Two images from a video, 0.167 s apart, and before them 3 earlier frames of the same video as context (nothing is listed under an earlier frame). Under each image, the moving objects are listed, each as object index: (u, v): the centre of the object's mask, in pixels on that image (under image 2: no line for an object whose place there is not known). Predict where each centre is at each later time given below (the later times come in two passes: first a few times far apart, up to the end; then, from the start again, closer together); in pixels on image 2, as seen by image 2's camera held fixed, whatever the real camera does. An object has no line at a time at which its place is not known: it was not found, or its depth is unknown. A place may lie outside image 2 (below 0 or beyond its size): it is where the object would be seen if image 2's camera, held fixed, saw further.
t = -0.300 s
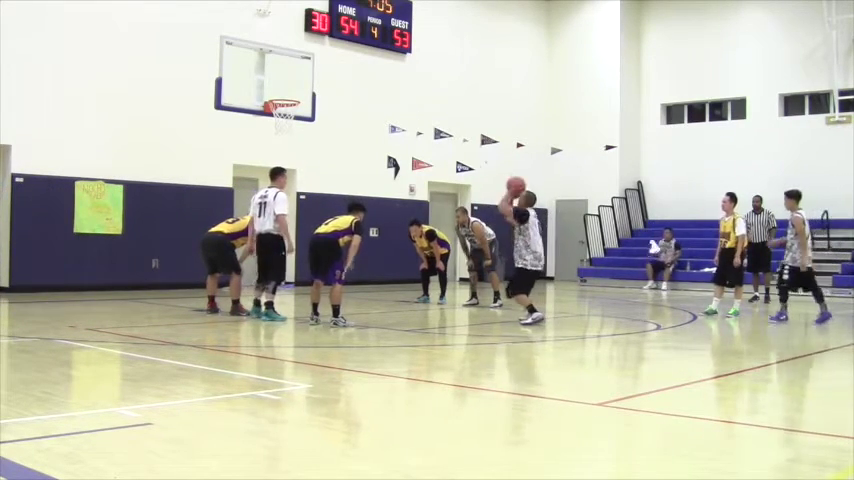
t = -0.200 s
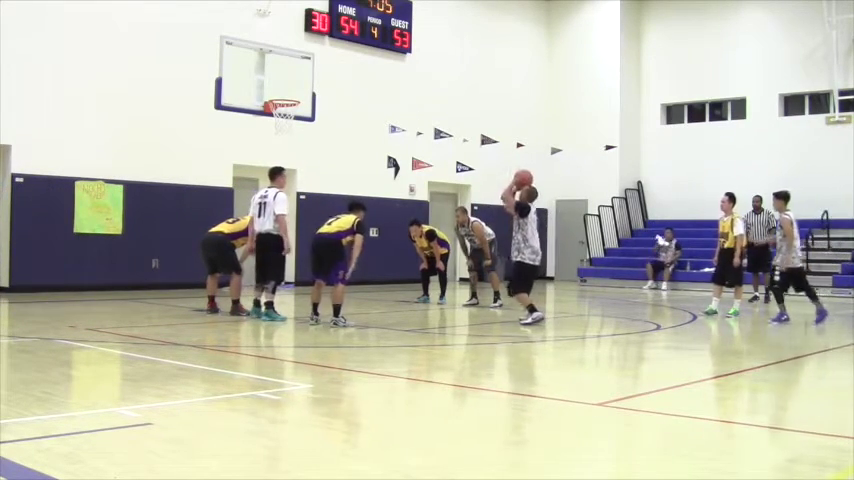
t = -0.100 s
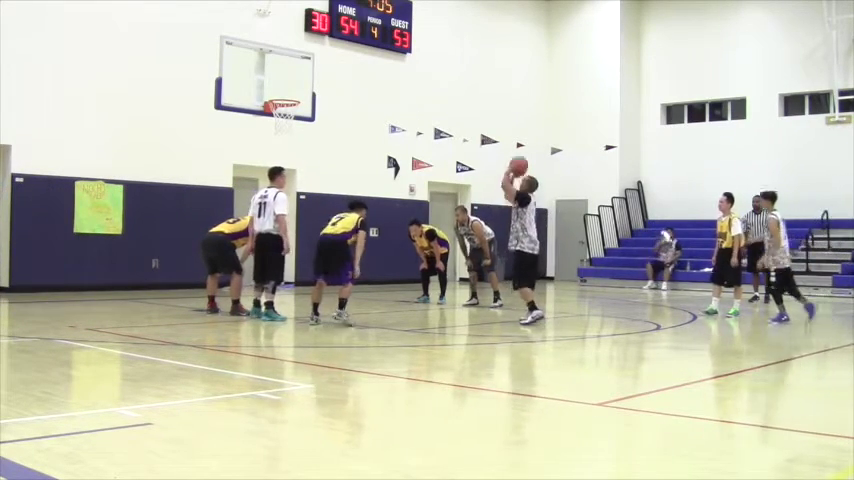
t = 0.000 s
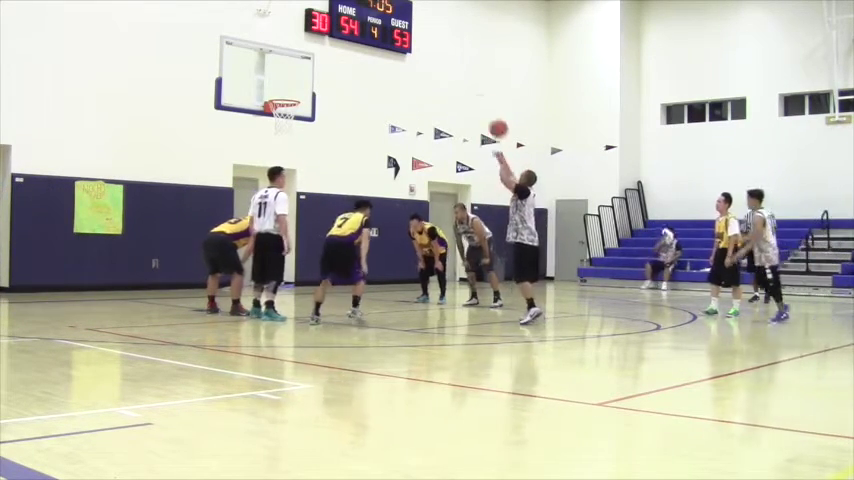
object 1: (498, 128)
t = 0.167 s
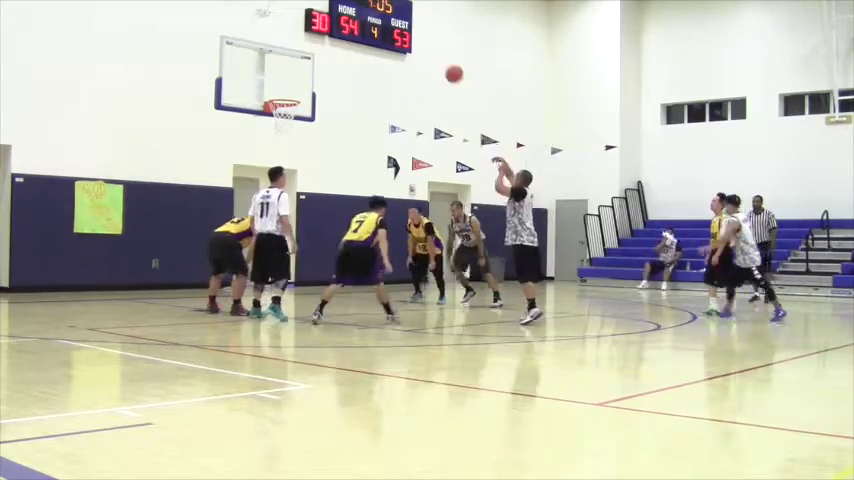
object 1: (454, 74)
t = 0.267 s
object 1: (429, 53)
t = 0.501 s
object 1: (376, 34)
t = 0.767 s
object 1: (322, 60)
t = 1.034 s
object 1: (278, 119)
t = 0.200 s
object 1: (445, 66)
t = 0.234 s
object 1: (437, 59)
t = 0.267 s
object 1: (429, 53)
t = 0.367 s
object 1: (407, 40)
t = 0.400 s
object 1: (399, 38)
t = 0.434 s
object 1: (391, 35)
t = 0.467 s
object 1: (384, 35)
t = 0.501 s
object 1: (376, 34)
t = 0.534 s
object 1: (369, 35)
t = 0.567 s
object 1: (362, 37)
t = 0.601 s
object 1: (355, 38)
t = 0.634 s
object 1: (349, 41)
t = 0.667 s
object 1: (341, 45)
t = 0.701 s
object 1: (335, 50)
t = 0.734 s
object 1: (328, 54)
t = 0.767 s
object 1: (322, 60)
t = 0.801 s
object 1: (315, 66)
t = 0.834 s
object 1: (309, 72)
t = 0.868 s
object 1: (303, 80)
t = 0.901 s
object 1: (296, 88)
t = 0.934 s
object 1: (291, 97)
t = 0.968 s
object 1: (286, 106)
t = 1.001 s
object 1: (282, 114)
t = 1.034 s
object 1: (278, 119)
